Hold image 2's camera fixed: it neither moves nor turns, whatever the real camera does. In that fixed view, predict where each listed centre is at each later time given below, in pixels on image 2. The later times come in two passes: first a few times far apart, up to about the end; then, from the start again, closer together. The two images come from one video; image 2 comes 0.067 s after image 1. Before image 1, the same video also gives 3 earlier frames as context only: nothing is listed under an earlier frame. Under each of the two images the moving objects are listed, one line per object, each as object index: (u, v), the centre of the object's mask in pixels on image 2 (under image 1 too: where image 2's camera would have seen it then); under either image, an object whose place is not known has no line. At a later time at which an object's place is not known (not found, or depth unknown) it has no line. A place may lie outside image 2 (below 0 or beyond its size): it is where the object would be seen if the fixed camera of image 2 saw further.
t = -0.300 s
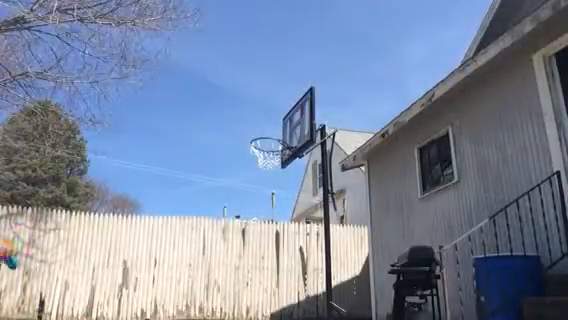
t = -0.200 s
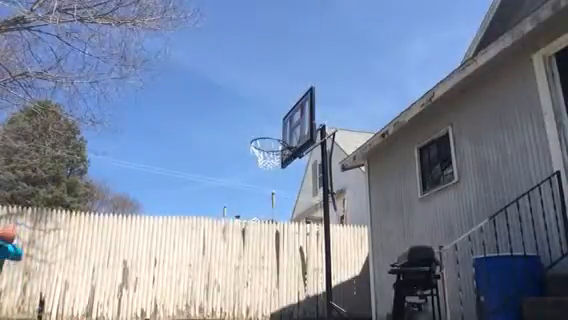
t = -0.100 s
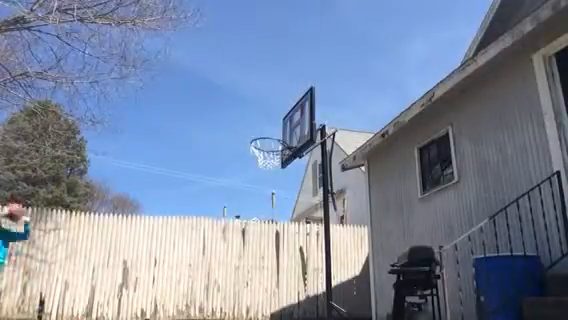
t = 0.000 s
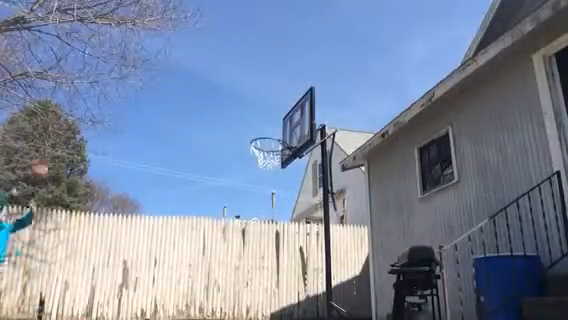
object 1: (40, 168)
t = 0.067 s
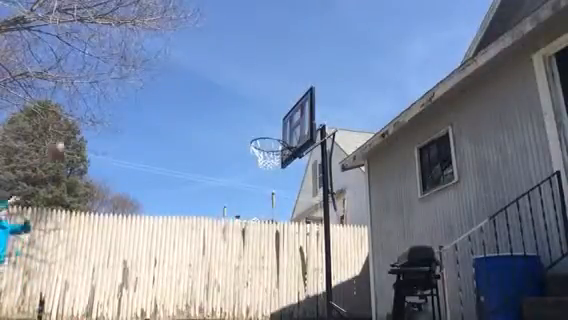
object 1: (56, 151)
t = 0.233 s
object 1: (101, 107)
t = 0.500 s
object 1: (162, 73)
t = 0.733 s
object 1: (214, 81)
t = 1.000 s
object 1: (278, 132)
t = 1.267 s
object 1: (294, 115)
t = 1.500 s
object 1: (285, 137)
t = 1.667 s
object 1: (278, 185)
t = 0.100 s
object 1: (70, 137)
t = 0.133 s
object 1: (75, 128)
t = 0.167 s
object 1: (83, 121)
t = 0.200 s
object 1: (91, 113)
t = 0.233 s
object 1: (101, 107)
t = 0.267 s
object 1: (108, 101)
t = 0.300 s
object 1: (116, 94)
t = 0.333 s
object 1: (123, 88)
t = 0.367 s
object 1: (132, 85)
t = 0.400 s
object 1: (140, 81)
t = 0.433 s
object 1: (147, 77)
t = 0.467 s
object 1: (154, 75)
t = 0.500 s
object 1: (162, 73)
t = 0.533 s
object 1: (170, 72)
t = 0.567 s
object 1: (177, 72)
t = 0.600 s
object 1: (185, 72)
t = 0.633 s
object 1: (192, 73)
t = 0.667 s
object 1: (199, 75)
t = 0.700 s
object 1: (207, 78)
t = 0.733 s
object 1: (214, 81)
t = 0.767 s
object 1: (222, 85)
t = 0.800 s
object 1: (230, 89)
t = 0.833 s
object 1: (238, 95)
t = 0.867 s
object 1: (245, 101)
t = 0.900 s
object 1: (253, 108)
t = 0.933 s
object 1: (262, 117)
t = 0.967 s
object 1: (269, 125)
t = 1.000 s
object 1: (278, 132)
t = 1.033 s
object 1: (281, 126)
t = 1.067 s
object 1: (287, 121)
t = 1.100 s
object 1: (294, 119)
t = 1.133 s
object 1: (296, 119)
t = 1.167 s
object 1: (296, 116)
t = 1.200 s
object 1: (296, 115)
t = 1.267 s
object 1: (294, 115)
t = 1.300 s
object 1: (292, 117)
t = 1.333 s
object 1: (291, 118)
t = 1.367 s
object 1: (290, 119)
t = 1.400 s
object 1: (288, 122)
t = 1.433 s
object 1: (287, 126)
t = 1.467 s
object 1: (286, 132)
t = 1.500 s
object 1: (285, 137)
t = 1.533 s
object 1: (281, 145)
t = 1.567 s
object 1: (279, 152)
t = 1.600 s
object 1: (280, 163)
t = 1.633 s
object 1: (278, 173)
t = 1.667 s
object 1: (278, 185)
